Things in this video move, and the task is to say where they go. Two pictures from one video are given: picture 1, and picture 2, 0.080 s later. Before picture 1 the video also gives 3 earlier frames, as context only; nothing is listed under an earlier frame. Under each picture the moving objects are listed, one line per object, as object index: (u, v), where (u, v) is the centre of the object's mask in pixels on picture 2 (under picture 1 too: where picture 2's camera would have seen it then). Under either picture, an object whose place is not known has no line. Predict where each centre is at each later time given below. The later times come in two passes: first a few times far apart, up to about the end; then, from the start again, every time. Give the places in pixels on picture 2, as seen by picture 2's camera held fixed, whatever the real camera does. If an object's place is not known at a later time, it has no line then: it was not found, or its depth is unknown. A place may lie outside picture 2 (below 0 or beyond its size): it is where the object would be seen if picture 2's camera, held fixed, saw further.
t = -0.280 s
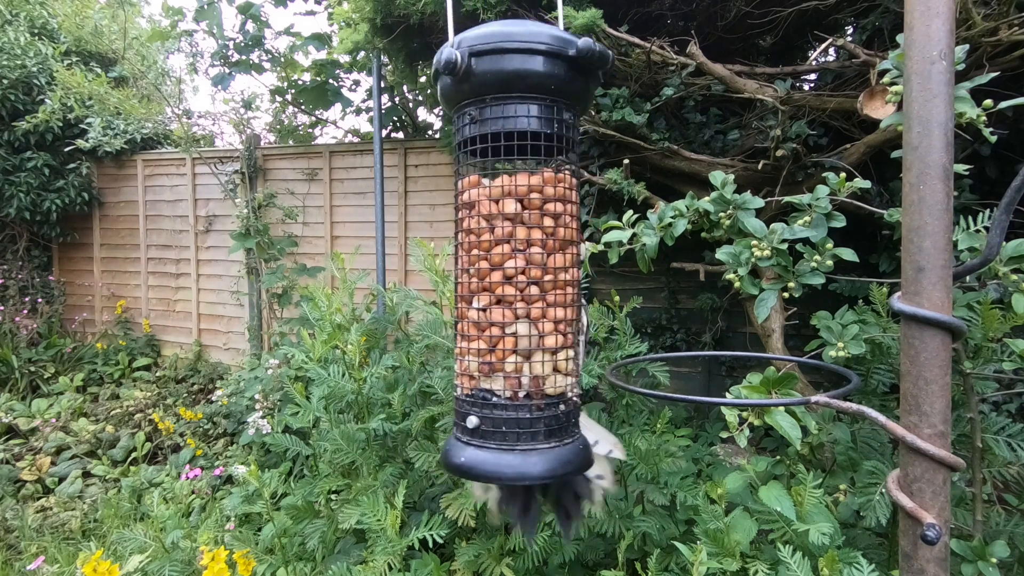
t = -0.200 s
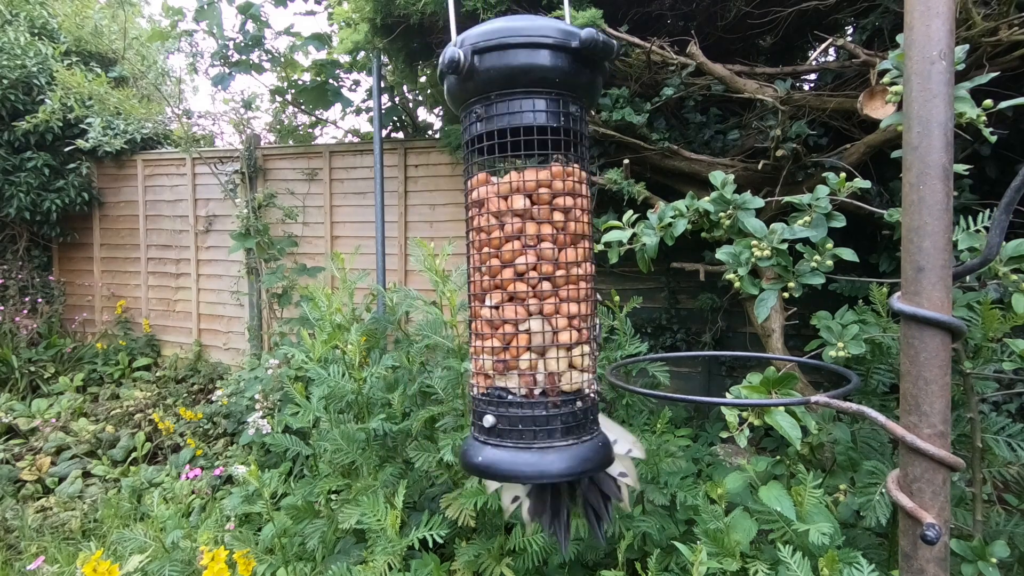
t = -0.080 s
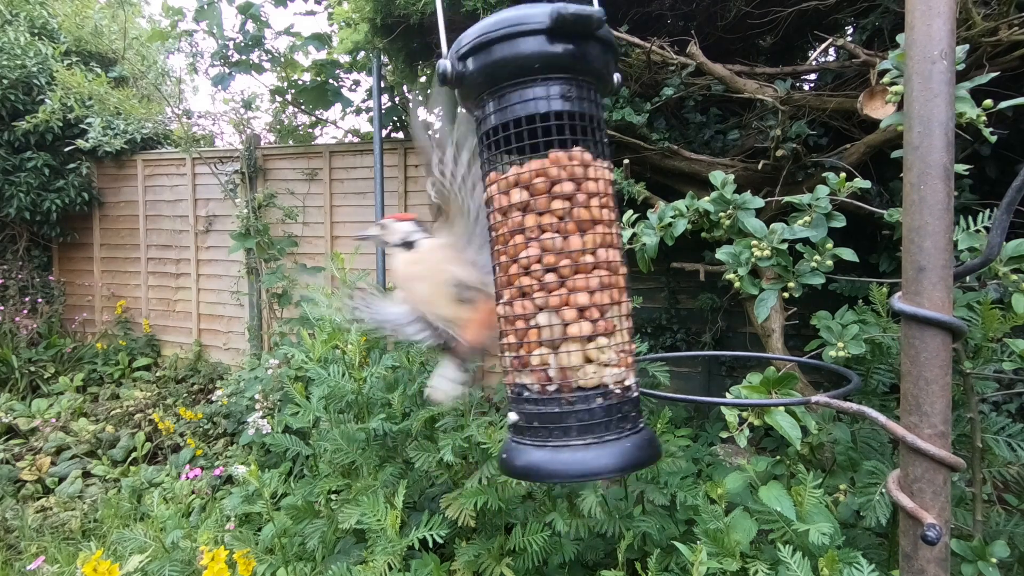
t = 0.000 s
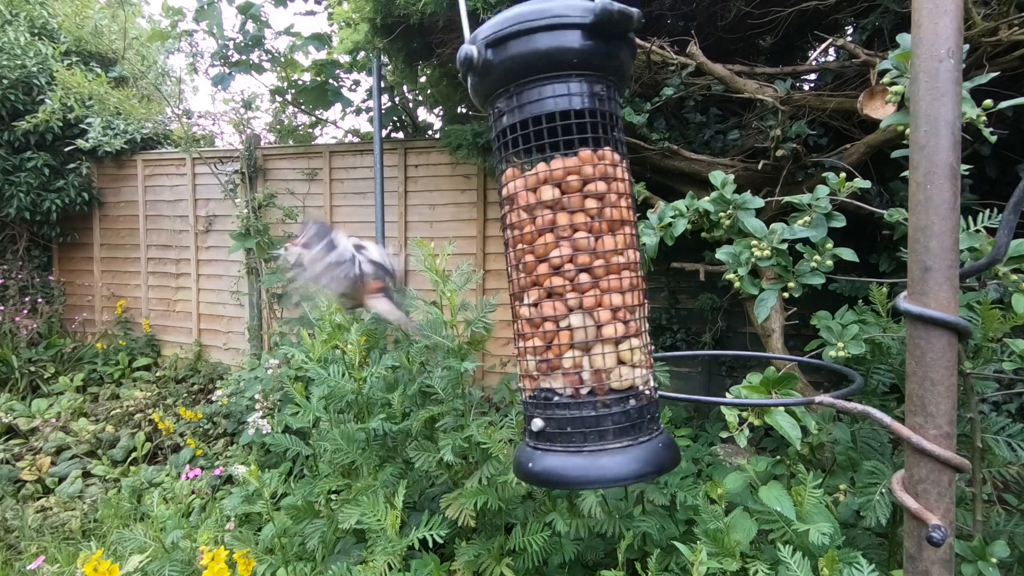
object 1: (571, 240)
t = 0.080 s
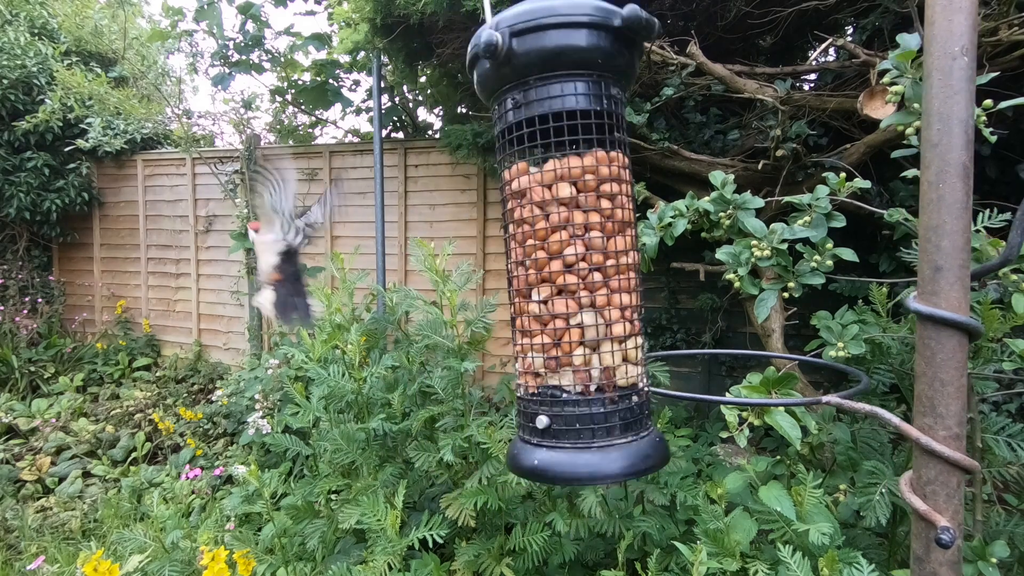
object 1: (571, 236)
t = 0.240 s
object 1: (541, 236)
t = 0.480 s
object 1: (487, 230)
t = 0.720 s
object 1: (498, 239)
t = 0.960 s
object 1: (545, 240)
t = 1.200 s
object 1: (531, 241)
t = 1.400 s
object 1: (500, 237)
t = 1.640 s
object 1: (504, 239)
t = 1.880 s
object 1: (545, 241)
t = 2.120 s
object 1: (541, 238)
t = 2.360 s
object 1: (503, 234)
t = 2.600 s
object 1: (500, 235)
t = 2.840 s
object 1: (539, 239)
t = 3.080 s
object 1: (548, 239)
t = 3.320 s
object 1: (508, 236)
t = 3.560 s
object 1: (494, 235)
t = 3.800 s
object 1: (529, 239)
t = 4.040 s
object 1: (552, 238)
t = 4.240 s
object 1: (526, 237)
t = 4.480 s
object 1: (494, 234)
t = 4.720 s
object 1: (492, 240)
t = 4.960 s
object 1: (516, 242)
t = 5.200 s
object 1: (522, 241)
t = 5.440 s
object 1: (500, 237)
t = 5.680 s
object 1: (490, 239)
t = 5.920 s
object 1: (511, 243)
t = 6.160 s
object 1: (525, 241)
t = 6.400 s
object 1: (505, 237)
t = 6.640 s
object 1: (490, 238)
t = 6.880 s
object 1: (504, 242)
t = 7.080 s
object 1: (523, 242)
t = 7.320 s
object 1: (515, 238)
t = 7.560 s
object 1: (494, 237)
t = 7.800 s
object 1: (496, 242)
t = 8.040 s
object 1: (521, 242)
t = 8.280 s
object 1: (518, 239)
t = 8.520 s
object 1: (495, 238)
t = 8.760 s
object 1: (494, 242)
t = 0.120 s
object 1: (567, 236)
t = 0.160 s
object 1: (557, 231)
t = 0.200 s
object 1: (549, 235)
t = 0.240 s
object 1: (541, 236)
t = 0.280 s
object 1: (527, 233)
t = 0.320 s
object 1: (519, 236)
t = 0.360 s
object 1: (511, 236)
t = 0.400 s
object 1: (499, 234)
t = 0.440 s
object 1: (493, 235)
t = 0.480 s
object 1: (487, 230)
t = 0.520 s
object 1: (484, 231)
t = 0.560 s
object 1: (482, 234)
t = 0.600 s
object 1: (482, 233)
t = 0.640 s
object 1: (485, 237)
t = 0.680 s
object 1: (492, 238)
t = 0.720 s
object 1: (498, 239)
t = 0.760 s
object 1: (505, 241)
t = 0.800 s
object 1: (516, 241)
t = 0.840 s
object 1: (524, 240)
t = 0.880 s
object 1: (535, 242)
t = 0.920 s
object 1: (540, 241)
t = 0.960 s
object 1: (545, 240)
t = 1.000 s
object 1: (549, 242)
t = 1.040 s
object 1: (550, 241)
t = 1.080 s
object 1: (547, 241)
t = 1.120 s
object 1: (544, 241)
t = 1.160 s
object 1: (539, 240)
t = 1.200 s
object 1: (531, 241)
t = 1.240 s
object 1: (524, 241)
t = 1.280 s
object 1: (515, 239)
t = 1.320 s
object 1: (510, 240)
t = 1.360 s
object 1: (505, 239)
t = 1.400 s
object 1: (500, 237)
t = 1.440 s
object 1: (498, 237)
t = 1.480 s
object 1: (496, 235)
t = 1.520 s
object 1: (496, 236)
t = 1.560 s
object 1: (497, 237)
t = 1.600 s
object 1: (501, 236)
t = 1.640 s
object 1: (504, 239)
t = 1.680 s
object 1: (512, 238)
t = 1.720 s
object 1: (517, 239)
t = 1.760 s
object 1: (523, 241)
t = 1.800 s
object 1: (532, 240)
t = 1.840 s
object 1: (538, 240)
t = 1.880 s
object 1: (545, 241)
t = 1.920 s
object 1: (548, 239)
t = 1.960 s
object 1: (550, 240)
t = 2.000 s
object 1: (551, 239)
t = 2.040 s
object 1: (549, 238)
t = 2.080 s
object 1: (545, 239)
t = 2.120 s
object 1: (541, 238)
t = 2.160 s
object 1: (535, 238)
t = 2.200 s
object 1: (527, 239)
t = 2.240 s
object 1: (521, 238)
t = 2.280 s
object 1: (512, 236)
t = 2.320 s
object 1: (507, 237)
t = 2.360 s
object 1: (503, 234)
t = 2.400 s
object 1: (497, 234)
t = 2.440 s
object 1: (495, 235)
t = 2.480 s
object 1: (494, 233)
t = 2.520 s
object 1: (494, 235)
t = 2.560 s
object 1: (496, 235)
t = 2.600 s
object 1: (500, 235)
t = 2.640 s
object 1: (504, 237)
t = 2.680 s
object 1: (512, 236)
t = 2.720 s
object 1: (517, 238)
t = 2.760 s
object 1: (524, 240)
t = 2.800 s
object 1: (533, 238)
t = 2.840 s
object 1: (539, 239)
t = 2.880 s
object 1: (547, 239)
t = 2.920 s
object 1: (550, 238)
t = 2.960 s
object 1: (553, 238)
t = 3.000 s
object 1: (554, 238)
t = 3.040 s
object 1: (552, 237)
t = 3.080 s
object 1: (548, 239)
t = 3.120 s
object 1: (544, 237)
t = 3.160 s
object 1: (539, 237)
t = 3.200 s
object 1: (530, 238)
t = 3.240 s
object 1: (523, 237)
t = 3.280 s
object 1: (514, 236)
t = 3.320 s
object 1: (508, 236)
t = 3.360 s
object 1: (504, 235)
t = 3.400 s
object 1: (498, 234)
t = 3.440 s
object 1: (495, 234)
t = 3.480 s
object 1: (493, 233)
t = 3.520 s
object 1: (493, 234)
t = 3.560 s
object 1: (494, 235)
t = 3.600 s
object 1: (497, 235)
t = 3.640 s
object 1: (501, 236)
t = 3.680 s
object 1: (505, 237)
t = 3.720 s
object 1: (514, 238)
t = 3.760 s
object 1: (520, 239)
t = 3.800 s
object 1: (529, 239)
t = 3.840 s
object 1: (535, 240)
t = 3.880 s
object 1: (541, 239)
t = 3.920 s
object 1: (548, 238)
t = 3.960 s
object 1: (551, 239)
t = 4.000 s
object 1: (553, 238)
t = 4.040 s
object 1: (552, 238)
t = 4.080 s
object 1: (550, 238)
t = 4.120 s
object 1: (545, 238)
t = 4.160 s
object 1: (540, 238)
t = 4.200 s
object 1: (532, 238)
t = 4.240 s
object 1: (526, 237)
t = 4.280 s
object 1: (520, 237)
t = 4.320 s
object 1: (511, 238)
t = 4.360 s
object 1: (506, 235)
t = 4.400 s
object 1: (500, 234)
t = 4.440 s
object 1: (497, 234)
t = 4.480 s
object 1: (494, 234)
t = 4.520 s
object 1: (491, 237)
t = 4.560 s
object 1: (490, 235)
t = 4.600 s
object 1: (488, 237)
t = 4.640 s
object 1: (489, 238)
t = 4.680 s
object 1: (489, 239)
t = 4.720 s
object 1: (492, 240)
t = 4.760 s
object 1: (494, 241)
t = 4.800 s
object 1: (499, 241)
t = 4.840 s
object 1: (503, 242)
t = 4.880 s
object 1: (507, 242)
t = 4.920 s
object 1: (513, 242)
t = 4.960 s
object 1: (516, 242)
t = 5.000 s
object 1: (521, 241)
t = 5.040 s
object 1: (523, 241)
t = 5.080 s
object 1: (524, 242)
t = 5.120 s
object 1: (525, 241)
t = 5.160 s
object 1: (524, 240)
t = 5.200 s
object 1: (522, 241)
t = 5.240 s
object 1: (520, 240)
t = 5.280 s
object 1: (517, 239)
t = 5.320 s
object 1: (512, 239)
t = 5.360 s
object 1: (508, 237)
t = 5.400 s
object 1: (503, 236)
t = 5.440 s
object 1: (500, 237)
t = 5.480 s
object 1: (497, 236)
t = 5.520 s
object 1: (493, 237)
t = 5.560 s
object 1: (491, 238)
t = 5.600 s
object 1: (490, 237)
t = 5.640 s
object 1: (490, 238)
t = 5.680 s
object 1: (490, 239)
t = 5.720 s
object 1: (492, 239)
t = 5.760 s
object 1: (494, 241)
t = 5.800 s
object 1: (498, 242)
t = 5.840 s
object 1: (501, 242)
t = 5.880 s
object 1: (505, 243)
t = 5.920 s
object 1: (511, 243)
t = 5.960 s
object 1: (515, 242)
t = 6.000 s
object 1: (520, 243)
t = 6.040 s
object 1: (522, 242)
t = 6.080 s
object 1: (524, 242)
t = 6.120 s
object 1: (526, 242)
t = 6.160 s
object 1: (525, 241)
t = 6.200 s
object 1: (524, 241)
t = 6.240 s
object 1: (522, 241)
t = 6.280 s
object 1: (519, 240)
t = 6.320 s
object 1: (514, 239)
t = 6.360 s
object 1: (511, 239)
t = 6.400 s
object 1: (505, 237)
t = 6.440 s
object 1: (502, 237)
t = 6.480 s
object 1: (499, 237)
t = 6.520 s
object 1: (495, 236)
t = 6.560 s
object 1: (493, 237)
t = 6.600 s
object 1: (491, 238)
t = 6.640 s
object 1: (490, 238)
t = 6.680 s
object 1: (490, 240)
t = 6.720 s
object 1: (491, 241)
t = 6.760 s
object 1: (493, 241)
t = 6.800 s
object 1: (497, 243)
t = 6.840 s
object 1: (500, 242)
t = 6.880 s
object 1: (504, 242)
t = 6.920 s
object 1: (509, 243)
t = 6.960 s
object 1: (513, 242)
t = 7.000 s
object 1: (517, 242)
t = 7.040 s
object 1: (521, 242)
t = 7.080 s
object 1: (523, 242)
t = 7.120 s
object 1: (525, 242)
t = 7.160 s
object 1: (525, 242)
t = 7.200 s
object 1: (524, 241)
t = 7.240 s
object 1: (522, 240)
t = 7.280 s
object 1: (519, 240)
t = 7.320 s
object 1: (515, 238)
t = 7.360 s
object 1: (511, 238)
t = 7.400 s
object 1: (508, 238)
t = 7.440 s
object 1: (503, 237)
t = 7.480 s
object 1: (500, 237)
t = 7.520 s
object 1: (496, 237)
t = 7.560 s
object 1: (494, 237)
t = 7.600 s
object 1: (492, 238)
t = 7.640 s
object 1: (491, 239)
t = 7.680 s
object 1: (491, 239)
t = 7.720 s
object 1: (492, 241)
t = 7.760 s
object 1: (493, 241)
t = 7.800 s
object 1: (496, 242)
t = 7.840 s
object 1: (501, 243)
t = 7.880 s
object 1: (504, 242)
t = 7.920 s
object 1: (509, 243)
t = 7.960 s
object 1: (513, 243)
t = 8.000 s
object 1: (517, 242)
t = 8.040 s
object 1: (521, 242)
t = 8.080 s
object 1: (523, 242)
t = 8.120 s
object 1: (524, 241)
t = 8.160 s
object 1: (524, 241)
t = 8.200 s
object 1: (523, 241)
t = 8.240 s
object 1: (521, 240)
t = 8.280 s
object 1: (518, 239)
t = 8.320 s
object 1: (514, 239)
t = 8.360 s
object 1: (511, 238)
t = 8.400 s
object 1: (507, 238)
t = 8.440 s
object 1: (502, 237)
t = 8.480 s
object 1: (499, 237)
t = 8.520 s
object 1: (495, 238)
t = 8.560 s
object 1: (493, 238)
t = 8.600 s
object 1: (492, 238)
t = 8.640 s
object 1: (491, 240)
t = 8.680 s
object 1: (491, 240)
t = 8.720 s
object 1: (492, 241)
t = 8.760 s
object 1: (494, 242)
